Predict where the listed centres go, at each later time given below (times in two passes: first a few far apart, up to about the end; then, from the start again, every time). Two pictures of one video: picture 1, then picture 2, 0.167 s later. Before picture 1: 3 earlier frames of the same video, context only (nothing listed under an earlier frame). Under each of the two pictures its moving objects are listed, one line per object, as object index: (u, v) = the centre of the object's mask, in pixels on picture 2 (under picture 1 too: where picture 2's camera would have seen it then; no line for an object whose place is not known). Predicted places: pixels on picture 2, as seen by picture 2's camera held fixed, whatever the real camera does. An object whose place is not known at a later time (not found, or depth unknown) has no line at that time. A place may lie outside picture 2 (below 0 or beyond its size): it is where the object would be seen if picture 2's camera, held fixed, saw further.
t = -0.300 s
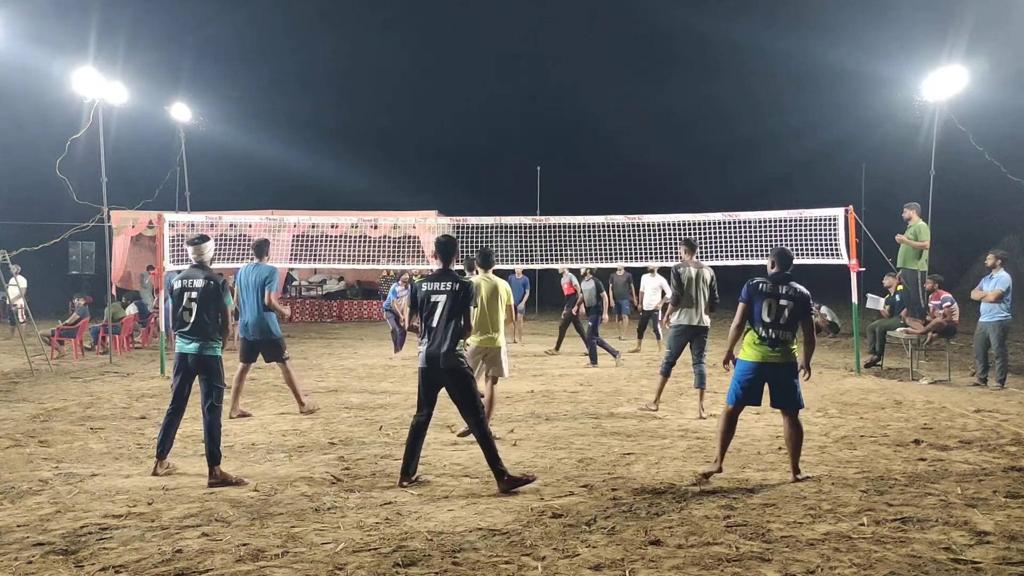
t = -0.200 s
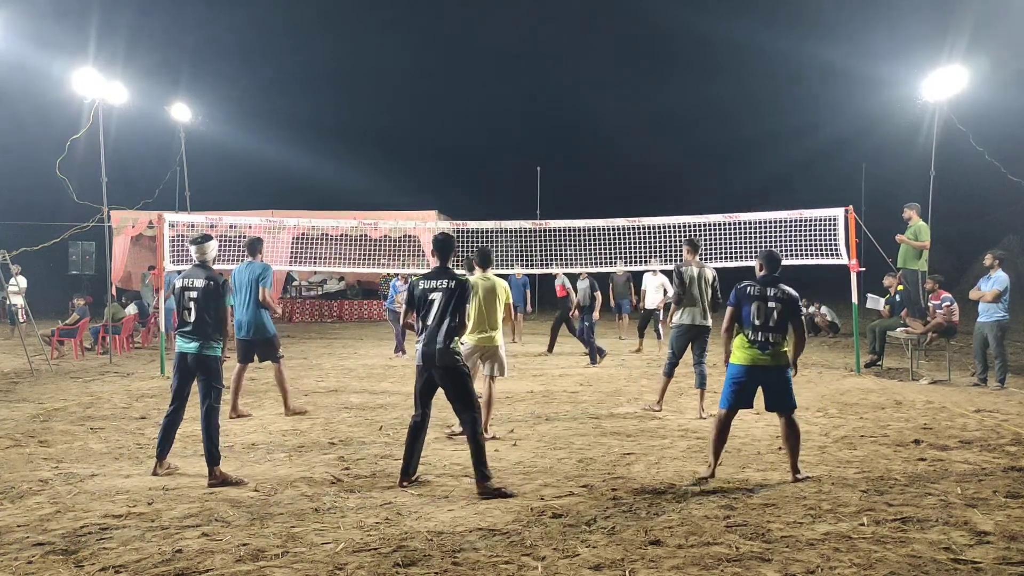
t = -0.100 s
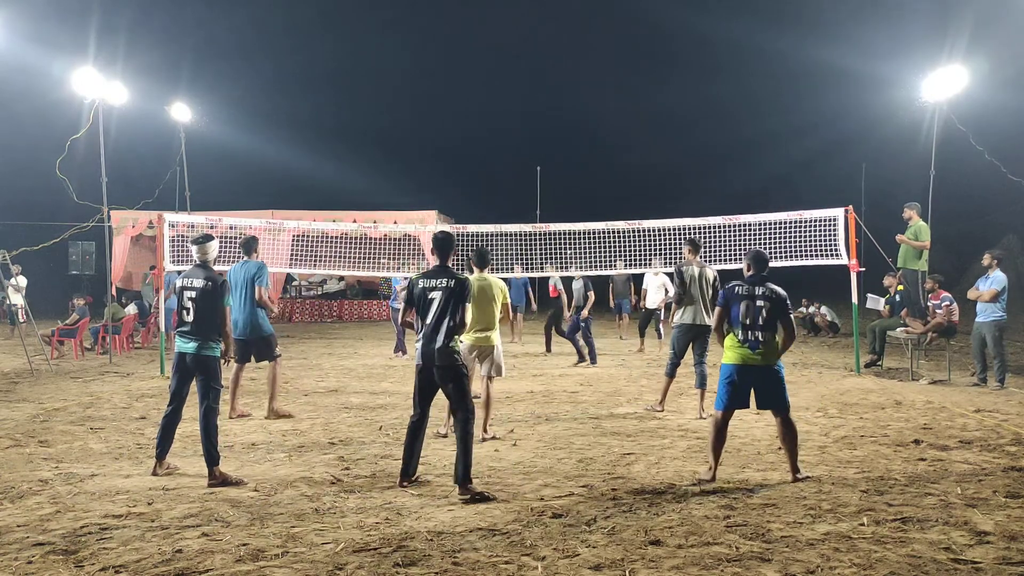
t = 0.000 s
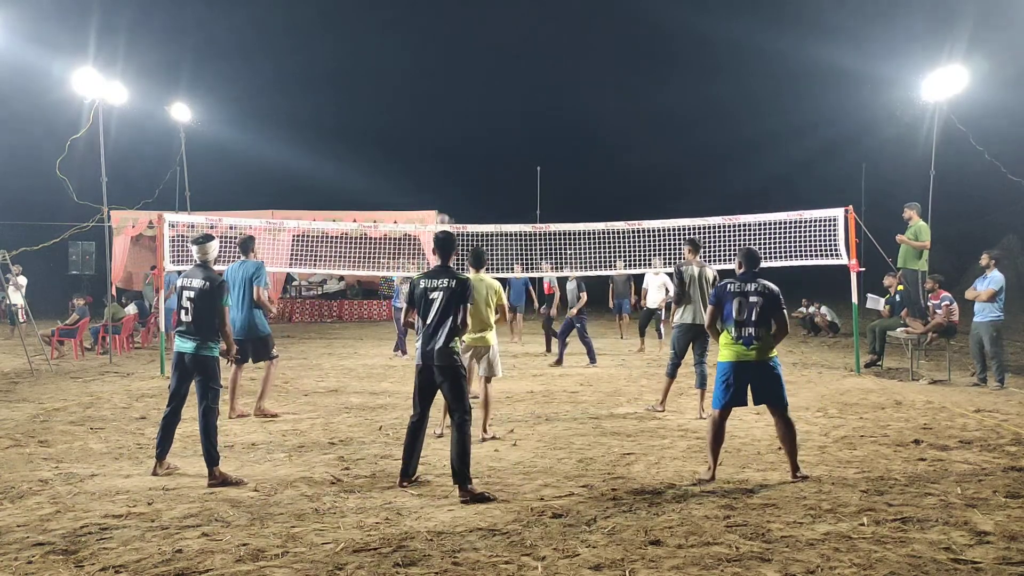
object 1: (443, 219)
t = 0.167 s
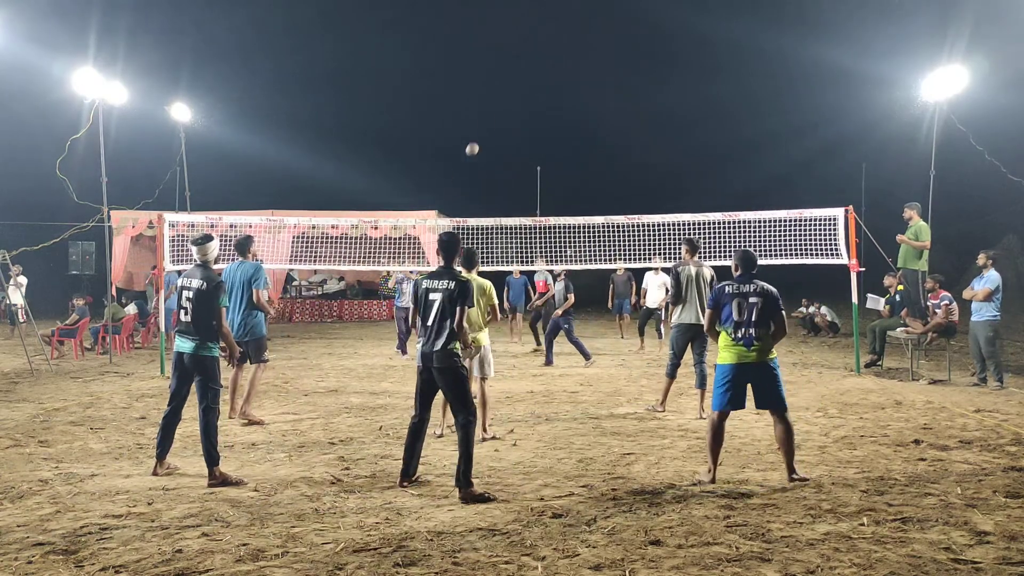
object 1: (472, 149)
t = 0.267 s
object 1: (492, 111)
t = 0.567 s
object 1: (566, 22)
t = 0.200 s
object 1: (479, 136)
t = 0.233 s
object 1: (485, 124)
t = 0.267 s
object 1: (492, 111)
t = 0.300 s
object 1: (500, 99)
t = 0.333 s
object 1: (507, 88)
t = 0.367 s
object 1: (514, 77)
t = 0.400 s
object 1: (522, 66)
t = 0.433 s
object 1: (530, 56)
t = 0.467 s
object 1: (539, 47)
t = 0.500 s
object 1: (547, 38)
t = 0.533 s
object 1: (556, 29)
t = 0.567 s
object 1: (566, 22)
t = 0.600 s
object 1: (575, 15)
